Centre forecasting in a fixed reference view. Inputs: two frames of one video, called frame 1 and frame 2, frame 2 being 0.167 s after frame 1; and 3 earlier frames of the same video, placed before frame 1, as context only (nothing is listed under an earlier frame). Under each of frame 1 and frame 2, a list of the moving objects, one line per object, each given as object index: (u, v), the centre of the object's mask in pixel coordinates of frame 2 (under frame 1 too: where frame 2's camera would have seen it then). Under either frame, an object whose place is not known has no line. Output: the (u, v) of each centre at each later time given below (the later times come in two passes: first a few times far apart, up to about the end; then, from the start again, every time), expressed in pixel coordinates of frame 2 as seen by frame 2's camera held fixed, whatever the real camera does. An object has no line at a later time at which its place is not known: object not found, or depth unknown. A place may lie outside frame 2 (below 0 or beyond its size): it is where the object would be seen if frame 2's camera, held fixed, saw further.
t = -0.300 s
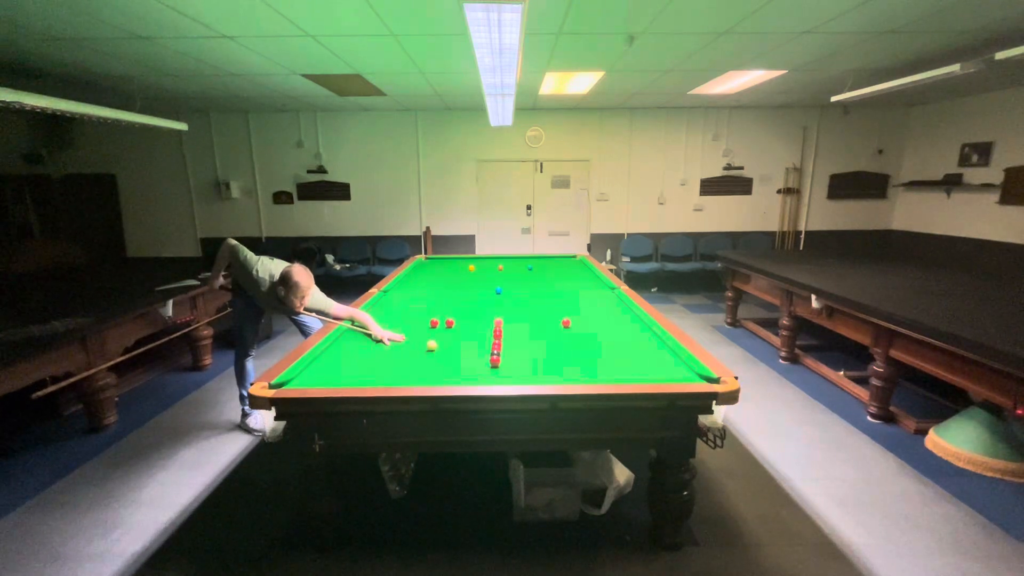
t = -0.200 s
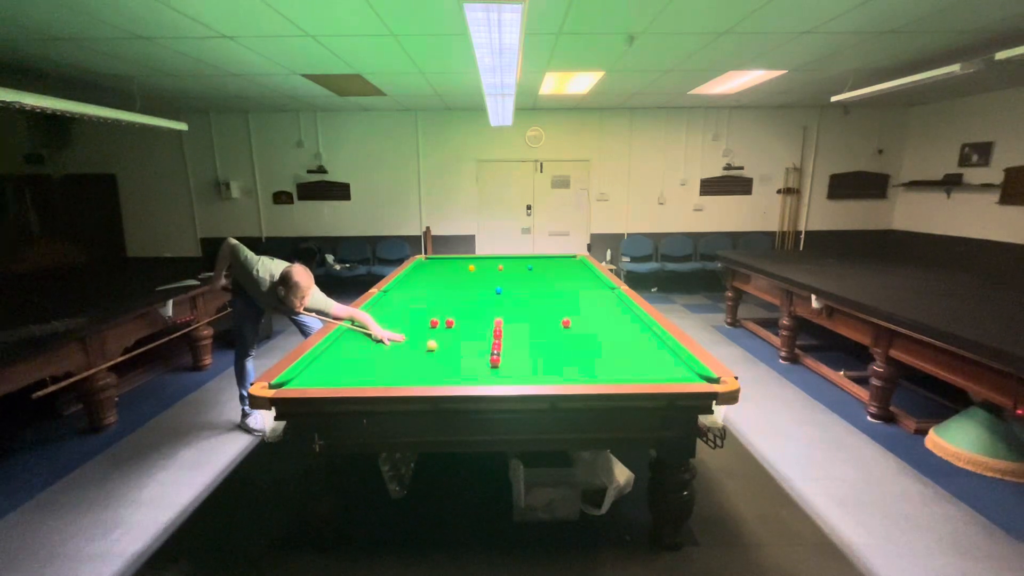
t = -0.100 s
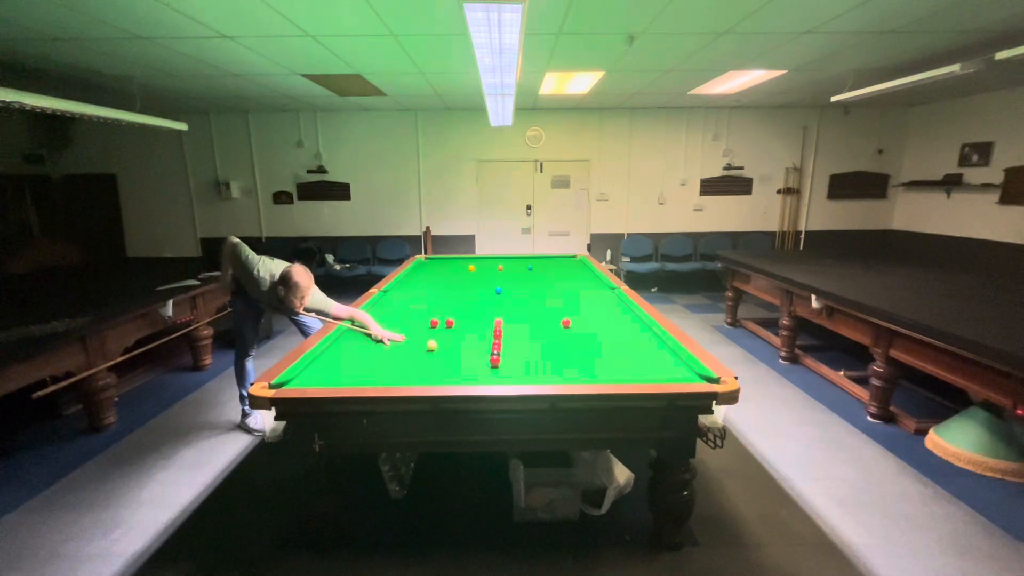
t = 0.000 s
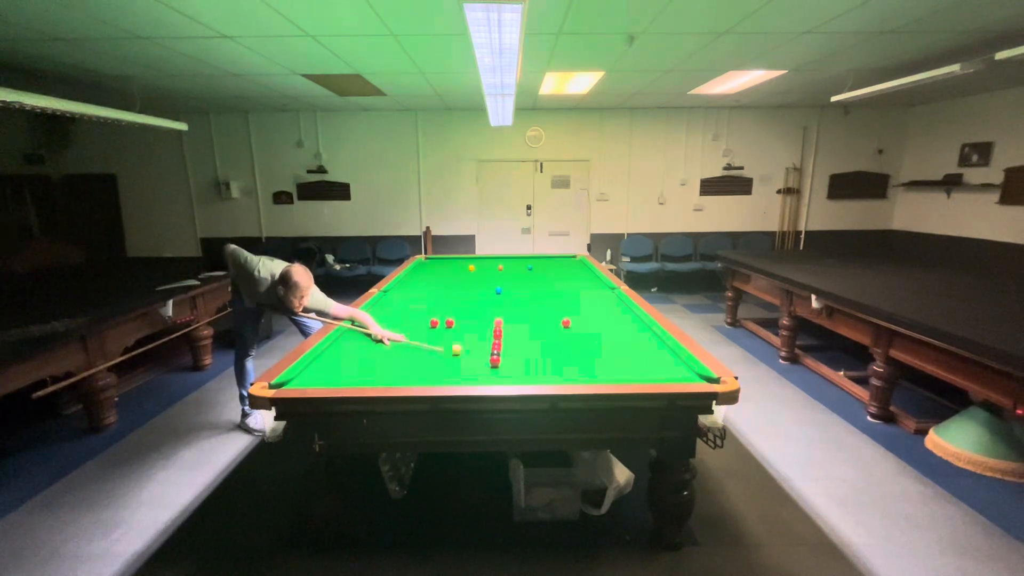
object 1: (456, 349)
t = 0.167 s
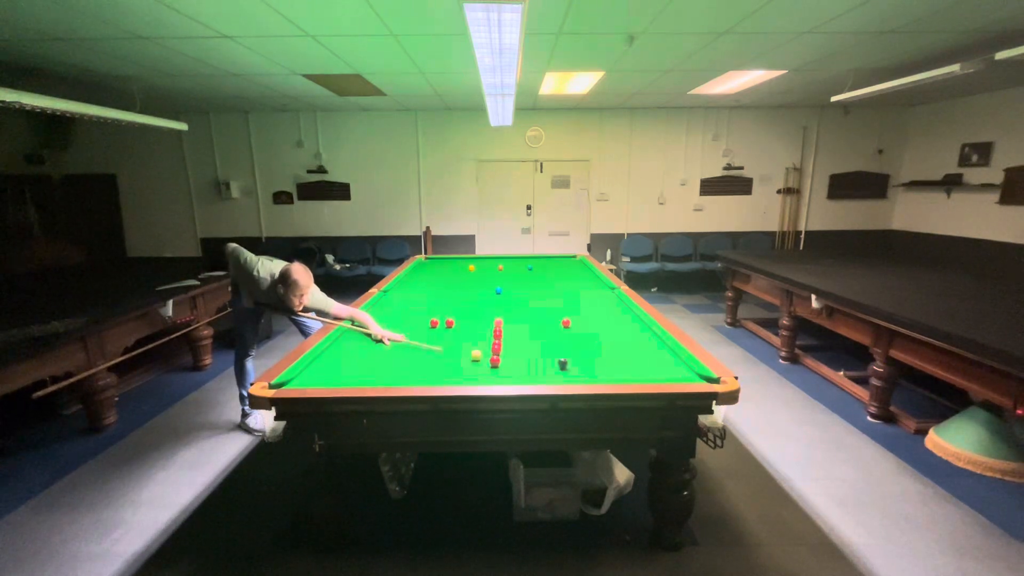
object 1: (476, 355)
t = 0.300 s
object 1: (466, 356)
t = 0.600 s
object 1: (446, 356)
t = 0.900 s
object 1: (433, 356)
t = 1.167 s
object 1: (428, 356)
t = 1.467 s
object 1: (428, 356)
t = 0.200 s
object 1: (473, 355)
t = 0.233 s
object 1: (471, 356)
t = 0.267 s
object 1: (468, 356)
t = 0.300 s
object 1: (466, 356)
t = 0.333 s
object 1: (463, 356)
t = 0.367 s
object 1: (461, 356)
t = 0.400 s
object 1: (458, 355)
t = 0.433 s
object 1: (456, 355)
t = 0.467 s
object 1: (454, 356)
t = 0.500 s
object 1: (452, 356)
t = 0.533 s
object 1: (450, 356)
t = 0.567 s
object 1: (448, 356)
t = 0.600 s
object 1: (446, 356)
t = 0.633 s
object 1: (444, 356)
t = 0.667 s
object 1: (443, 356)
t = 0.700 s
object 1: (441, 356)
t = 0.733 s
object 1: (440, 356)
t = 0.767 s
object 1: (438, 356)
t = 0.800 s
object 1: (437, 356)
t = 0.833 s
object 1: (436, 356)
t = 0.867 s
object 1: (435, 356)
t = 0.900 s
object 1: (433, 356)
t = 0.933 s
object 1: (433, 356)
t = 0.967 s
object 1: (432, 356)
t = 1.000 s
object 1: (431, 356)
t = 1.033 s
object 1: (430, 356)
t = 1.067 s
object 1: (430, 356)
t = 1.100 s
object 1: (429, 356)
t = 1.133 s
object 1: (429, 356)
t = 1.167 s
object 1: (428, 356)
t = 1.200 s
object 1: (428, 356)
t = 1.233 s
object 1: (428, 356)
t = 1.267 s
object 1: (428, 356)
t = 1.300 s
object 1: (428, 356)
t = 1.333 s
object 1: (428, 356)
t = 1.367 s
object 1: (428, 356)
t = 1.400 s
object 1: (428, 356)
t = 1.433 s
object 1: (428, 356)
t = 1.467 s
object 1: (428, 356)
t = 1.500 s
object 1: (428, 356)
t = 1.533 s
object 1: (428, 356)
